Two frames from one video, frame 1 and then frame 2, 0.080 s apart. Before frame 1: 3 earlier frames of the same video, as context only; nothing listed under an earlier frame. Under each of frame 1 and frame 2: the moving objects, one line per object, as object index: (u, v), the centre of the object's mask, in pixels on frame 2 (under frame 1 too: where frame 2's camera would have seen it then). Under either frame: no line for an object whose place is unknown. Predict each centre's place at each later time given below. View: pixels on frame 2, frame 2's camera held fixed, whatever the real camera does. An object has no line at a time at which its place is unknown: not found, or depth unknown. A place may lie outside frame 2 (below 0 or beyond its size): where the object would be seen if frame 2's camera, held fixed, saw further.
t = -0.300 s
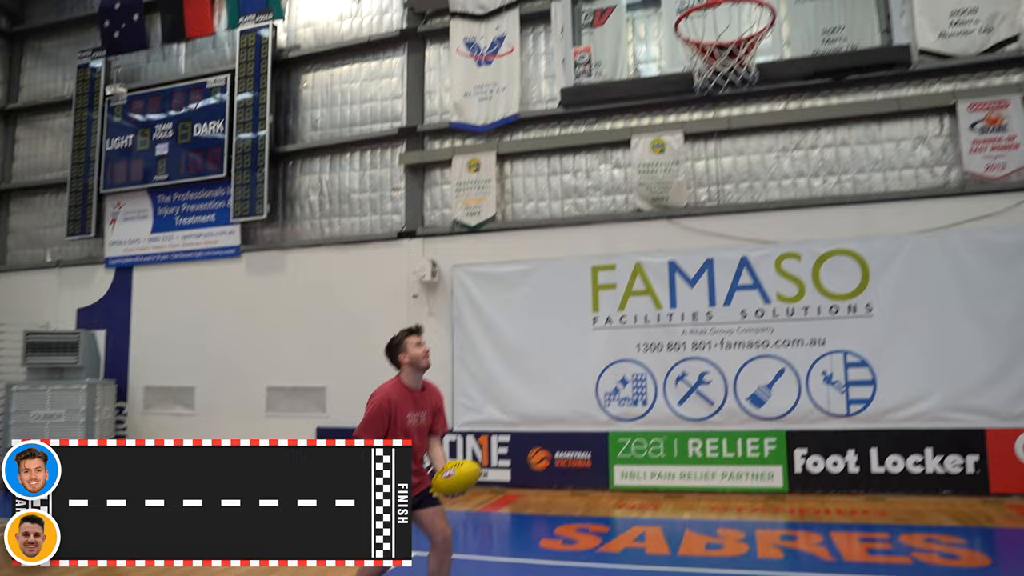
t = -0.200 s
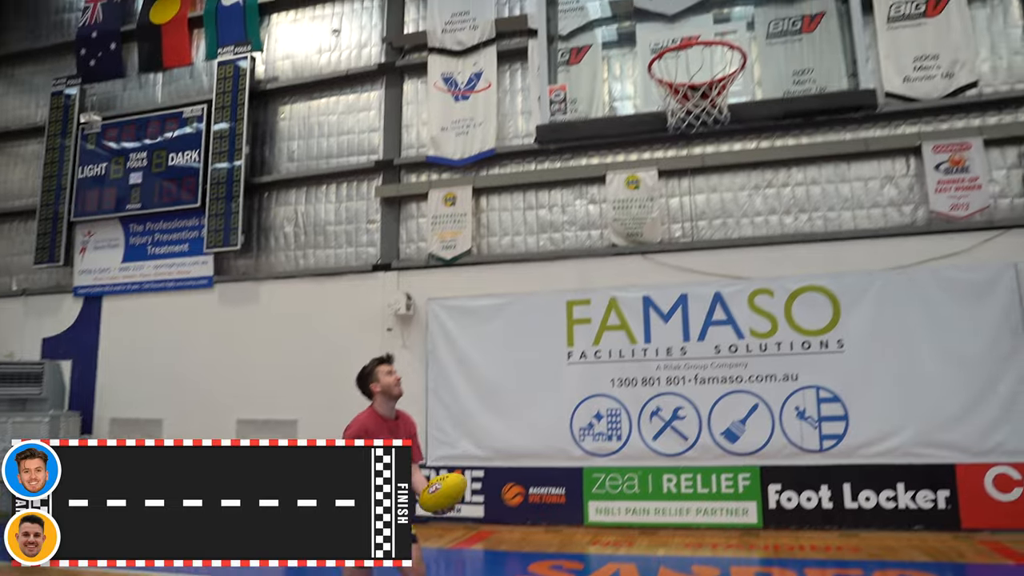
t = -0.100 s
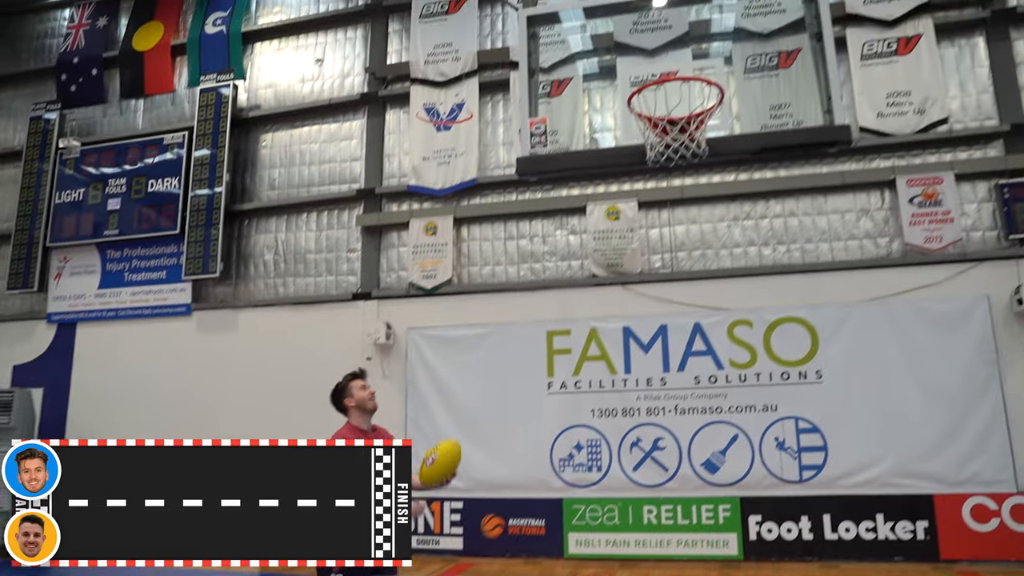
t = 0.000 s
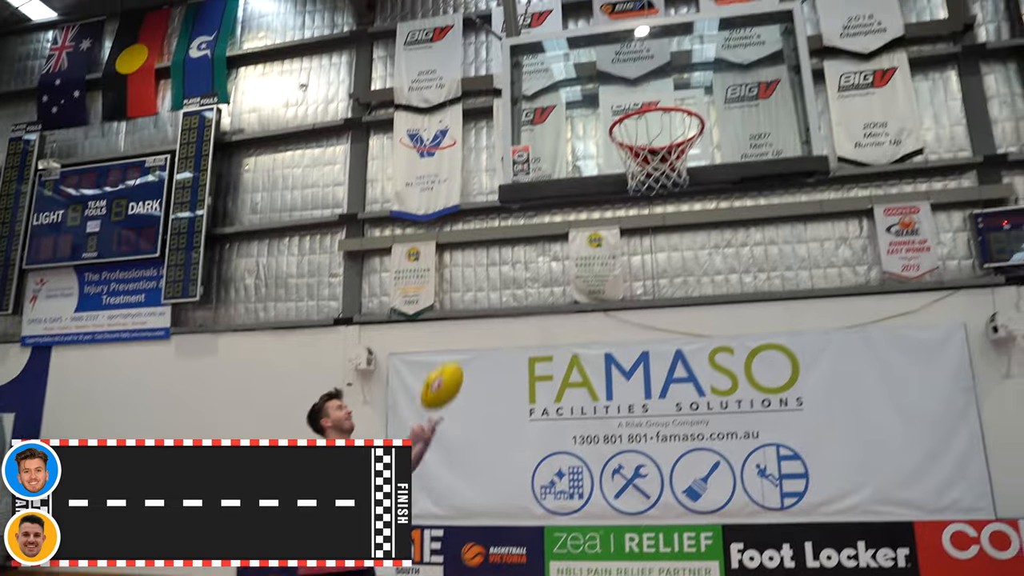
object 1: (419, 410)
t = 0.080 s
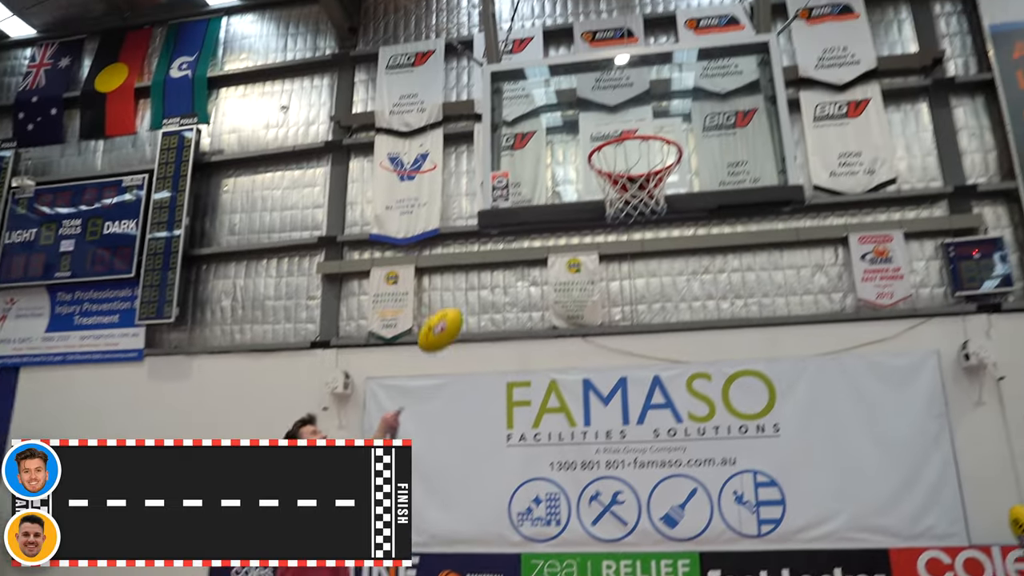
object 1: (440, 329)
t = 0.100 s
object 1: (446, 312)
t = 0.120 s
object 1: (451, 295)
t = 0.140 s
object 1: (456, 278)
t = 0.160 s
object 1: (462, 262)
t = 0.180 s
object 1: (467, 248)
